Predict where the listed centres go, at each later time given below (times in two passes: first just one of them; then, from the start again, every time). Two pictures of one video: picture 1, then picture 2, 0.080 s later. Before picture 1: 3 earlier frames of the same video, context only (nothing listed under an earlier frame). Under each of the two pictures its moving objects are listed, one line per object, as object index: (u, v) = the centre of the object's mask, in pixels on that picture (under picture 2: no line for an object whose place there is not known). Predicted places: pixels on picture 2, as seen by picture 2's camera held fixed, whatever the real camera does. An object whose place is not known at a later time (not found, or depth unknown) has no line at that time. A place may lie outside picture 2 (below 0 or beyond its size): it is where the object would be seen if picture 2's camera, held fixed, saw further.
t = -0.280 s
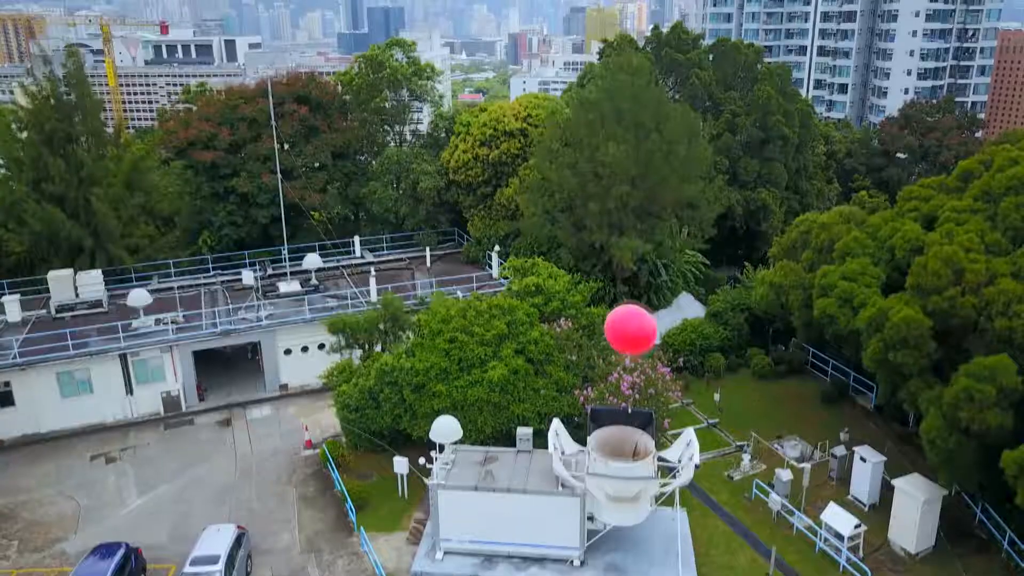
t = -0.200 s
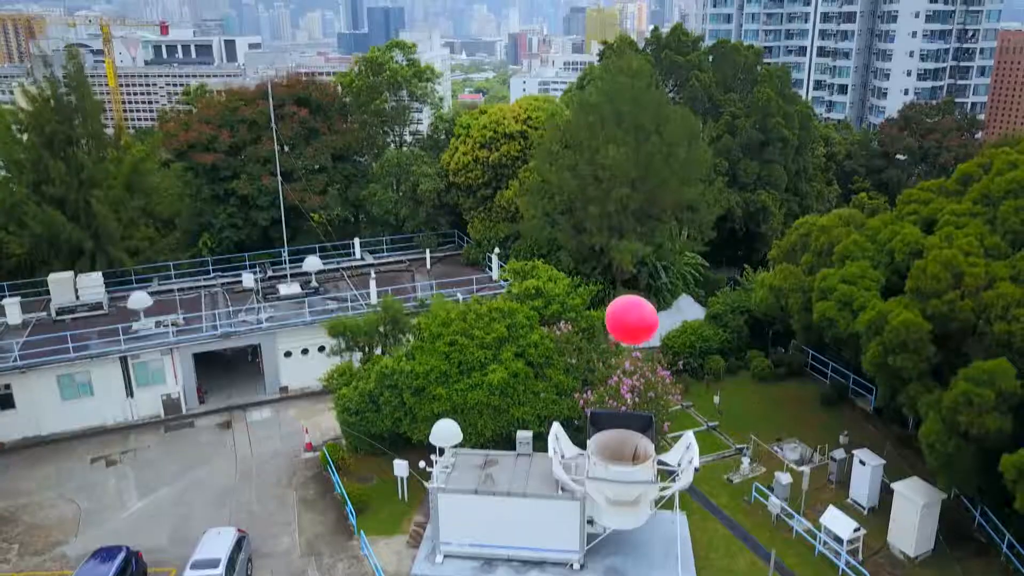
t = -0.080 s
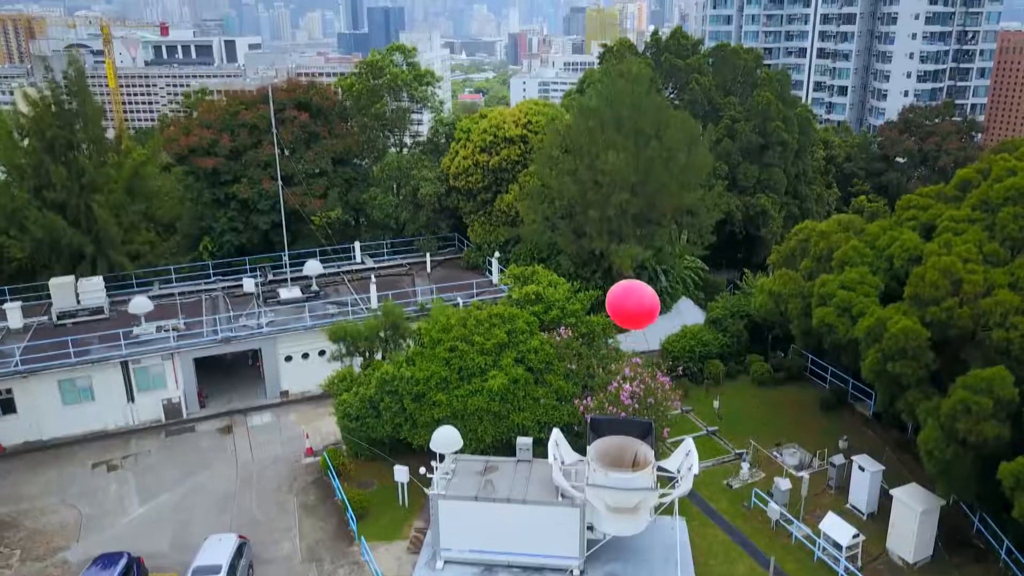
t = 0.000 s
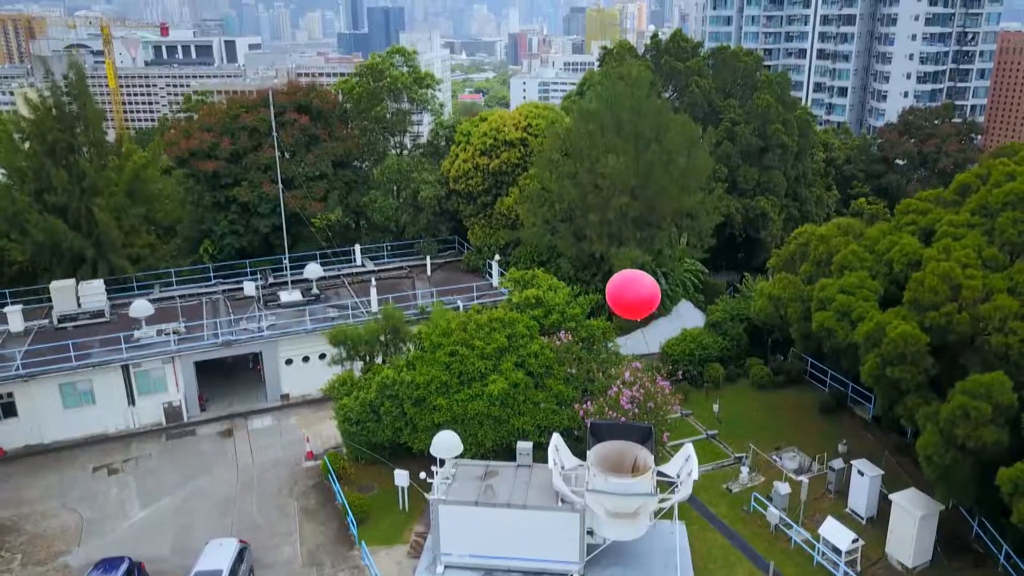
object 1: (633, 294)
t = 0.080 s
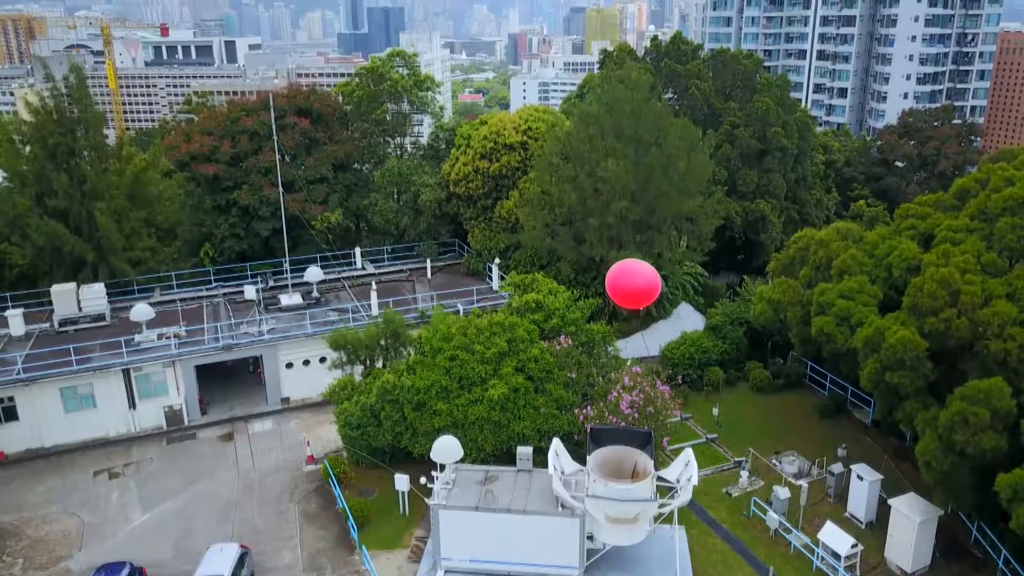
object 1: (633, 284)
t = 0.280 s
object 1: (632, 247)
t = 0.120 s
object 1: (633, 276)
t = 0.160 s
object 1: (633, 268)
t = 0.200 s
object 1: (632, 261)
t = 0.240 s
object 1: (632, 254)
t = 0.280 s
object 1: (632, 247)
